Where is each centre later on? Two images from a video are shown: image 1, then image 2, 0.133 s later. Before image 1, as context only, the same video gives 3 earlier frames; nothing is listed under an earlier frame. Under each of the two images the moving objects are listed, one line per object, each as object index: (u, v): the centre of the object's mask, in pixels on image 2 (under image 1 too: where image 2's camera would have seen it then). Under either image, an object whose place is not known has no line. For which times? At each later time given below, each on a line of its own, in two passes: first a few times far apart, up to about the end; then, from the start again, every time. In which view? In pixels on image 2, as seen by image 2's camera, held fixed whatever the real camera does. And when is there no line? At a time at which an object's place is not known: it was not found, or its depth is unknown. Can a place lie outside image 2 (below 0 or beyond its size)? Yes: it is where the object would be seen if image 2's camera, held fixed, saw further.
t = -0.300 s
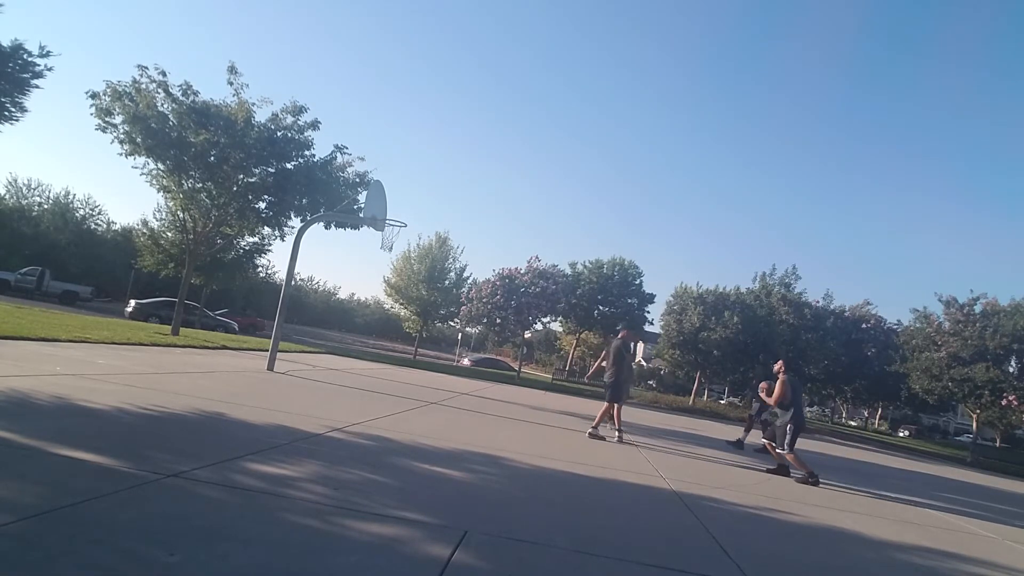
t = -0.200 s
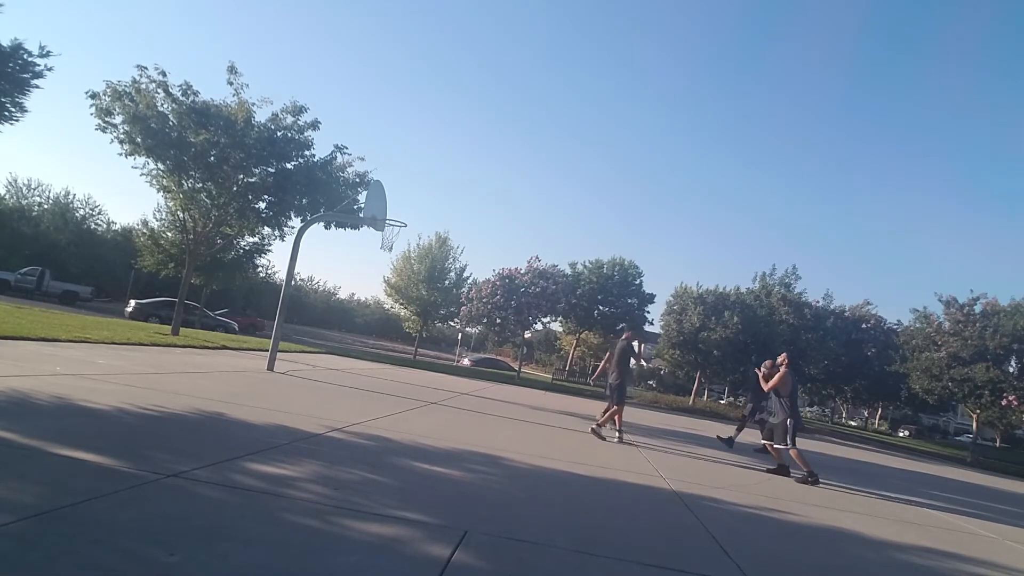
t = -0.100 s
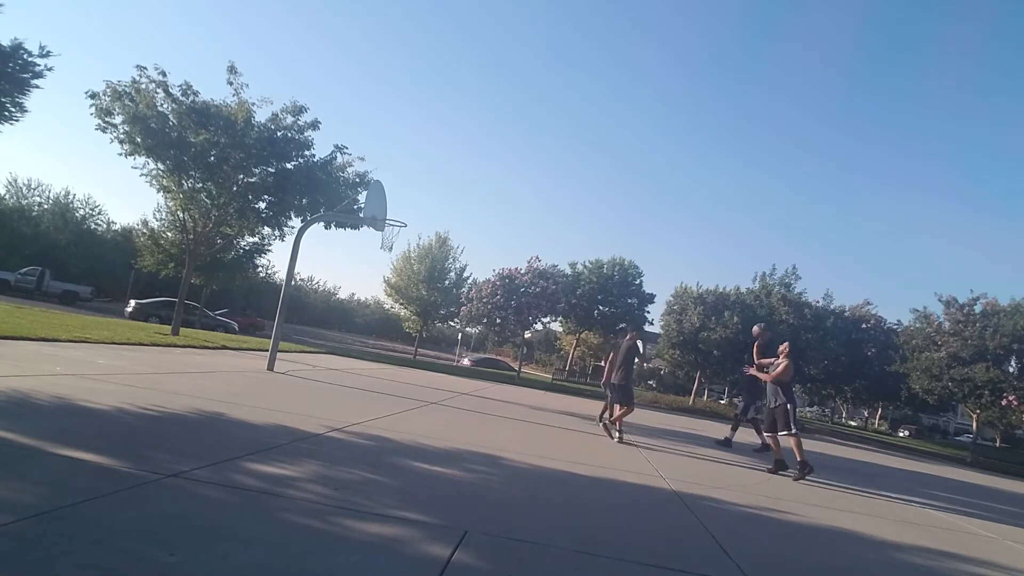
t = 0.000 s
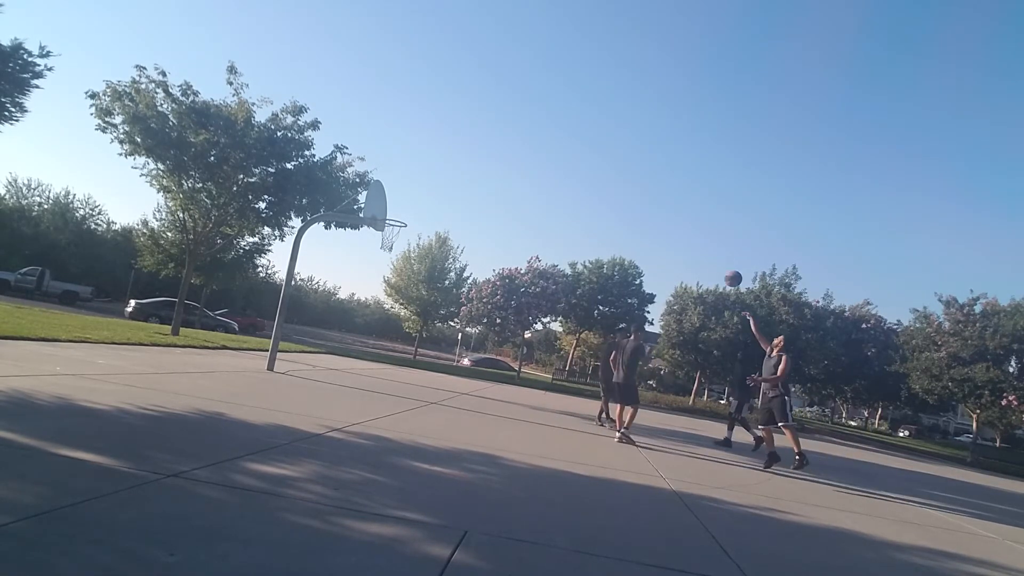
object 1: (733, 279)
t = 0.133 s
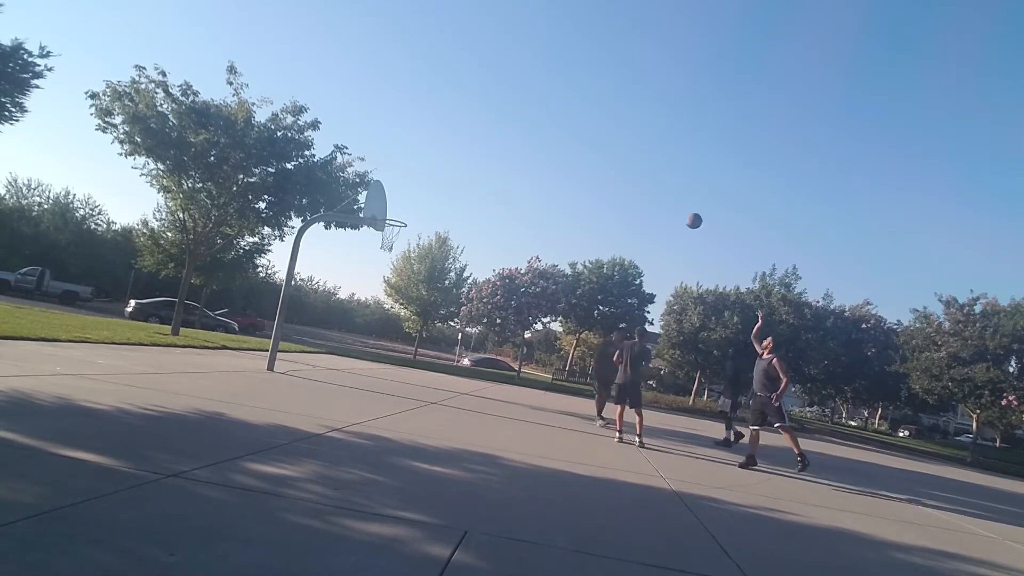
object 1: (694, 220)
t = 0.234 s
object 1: (665, 187)
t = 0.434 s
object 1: (611, 143)
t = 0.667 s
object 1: (551, 124)
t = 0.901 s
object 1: (491, 134)
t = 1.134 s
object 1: (432, 171)
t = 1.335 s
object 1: (383, 215)
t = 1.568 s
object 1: (422, 207)
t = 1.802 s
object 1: (454, 225)
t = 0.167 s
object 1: (684, 208)
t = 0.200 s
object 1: (675, 197)
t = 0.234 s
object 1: (665, 187)
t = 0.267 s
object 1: (656, 178)
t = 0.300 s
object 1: (647, 169)
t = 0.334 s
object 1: (638, 161)
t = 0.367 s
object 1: (629, 154)
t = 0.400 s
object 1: (620, 148)
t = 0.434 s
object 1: (611, 143)
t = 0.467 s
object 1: (603, 138)
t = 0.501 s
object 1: (594, 134)
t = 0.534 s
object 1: (585, 131)
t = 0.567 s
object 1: (576, 128)
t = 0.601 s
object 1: (568, 126)
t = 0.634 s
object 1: (559, 124)
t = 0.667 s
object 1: (551, 124)
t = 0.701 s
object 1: (542, 123)
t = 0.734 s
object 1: (534, 124)
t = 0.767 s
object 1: (525, 125)
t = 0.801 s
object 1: (517, 126)
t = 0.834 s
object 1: (508, 128)
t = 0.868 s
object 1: (500, 131)
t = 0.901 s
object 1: (491, 134)
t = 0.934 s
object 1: (483, 138)
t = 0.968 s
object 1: (474, 142)
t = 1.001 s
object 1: (466, 147)
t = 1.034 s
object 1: (458, 152)
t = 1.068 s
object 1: (449, 158)
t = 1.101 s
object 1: (440, 164)
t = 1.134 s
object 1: (432, 171)
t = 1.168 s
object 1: (423, 178)
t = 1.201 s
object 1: (414, 186)
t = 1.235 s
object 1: (406, 194)
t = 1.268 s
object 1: (397, 202)
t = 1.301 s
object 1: (389, 211)
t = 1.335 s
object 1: (383, 215)
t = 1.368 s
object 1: (389, 213)
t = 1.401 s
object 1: (395, 210)
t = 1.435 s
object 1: (401, 209)
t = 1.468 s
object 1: (407, 208)
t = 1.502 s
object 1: (412, 207)
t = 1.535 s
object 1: (417, 207)
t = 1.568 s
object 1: (422, 207)
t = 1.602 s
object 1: (427, 208)
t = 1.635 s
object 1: (432, 210)
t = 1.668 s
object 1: (437, 212)
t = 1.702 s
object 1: (441, 214)
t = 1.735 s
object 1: (446, 218)
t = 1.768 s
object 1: (450, 221)
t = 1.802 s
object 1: (454, 225)
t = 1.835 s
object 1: (458, 229)
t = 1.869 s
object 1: (462, 234)
